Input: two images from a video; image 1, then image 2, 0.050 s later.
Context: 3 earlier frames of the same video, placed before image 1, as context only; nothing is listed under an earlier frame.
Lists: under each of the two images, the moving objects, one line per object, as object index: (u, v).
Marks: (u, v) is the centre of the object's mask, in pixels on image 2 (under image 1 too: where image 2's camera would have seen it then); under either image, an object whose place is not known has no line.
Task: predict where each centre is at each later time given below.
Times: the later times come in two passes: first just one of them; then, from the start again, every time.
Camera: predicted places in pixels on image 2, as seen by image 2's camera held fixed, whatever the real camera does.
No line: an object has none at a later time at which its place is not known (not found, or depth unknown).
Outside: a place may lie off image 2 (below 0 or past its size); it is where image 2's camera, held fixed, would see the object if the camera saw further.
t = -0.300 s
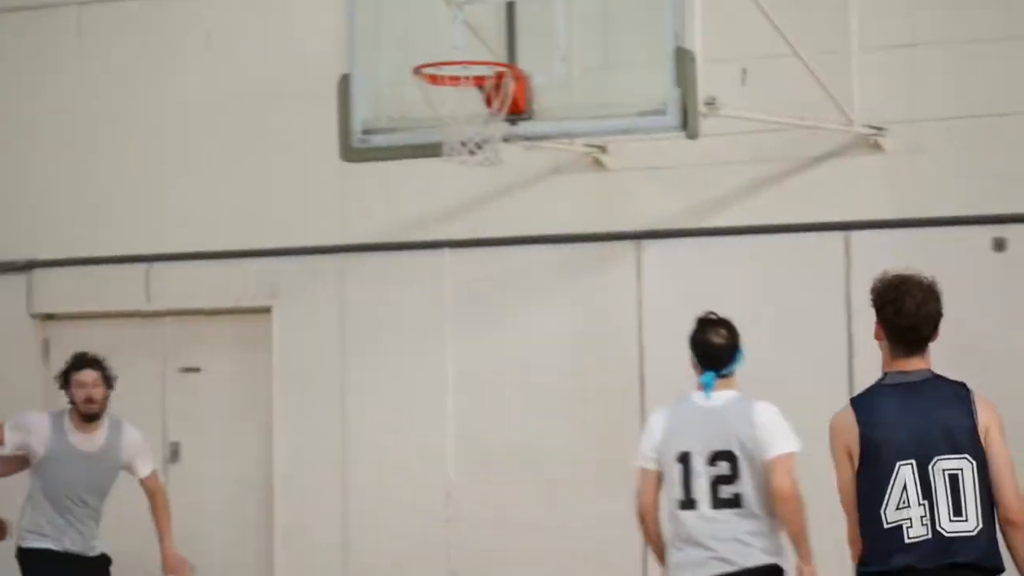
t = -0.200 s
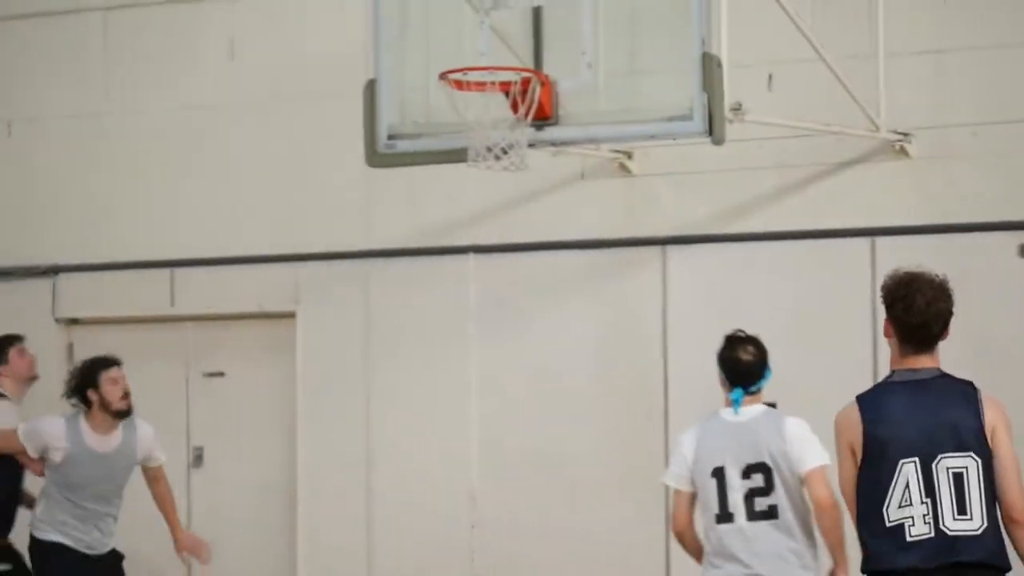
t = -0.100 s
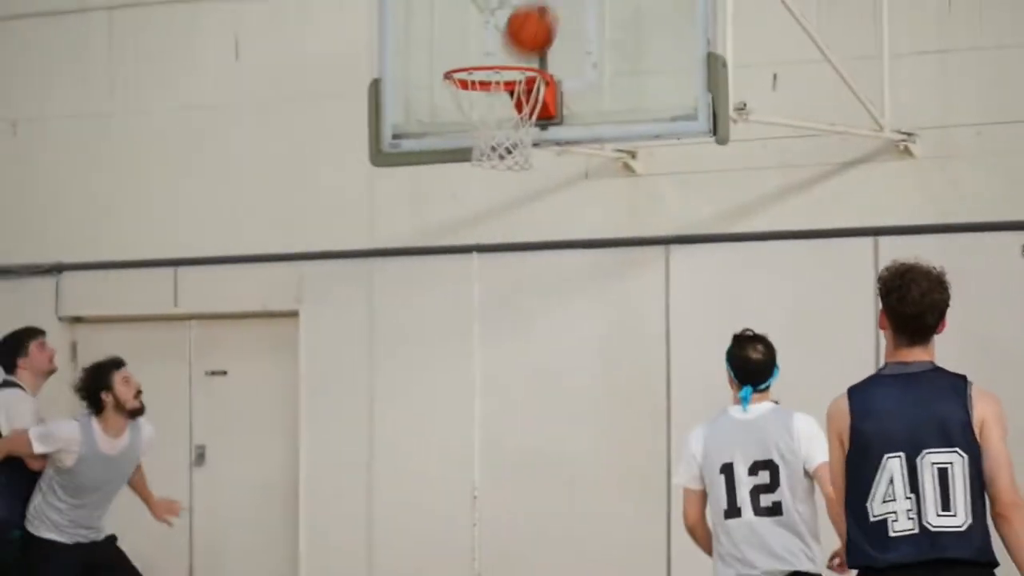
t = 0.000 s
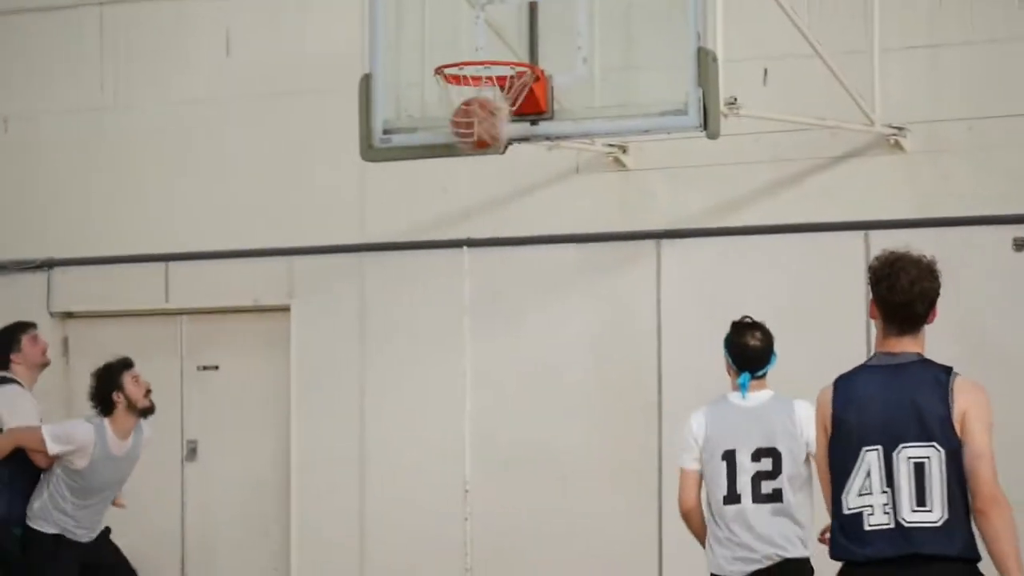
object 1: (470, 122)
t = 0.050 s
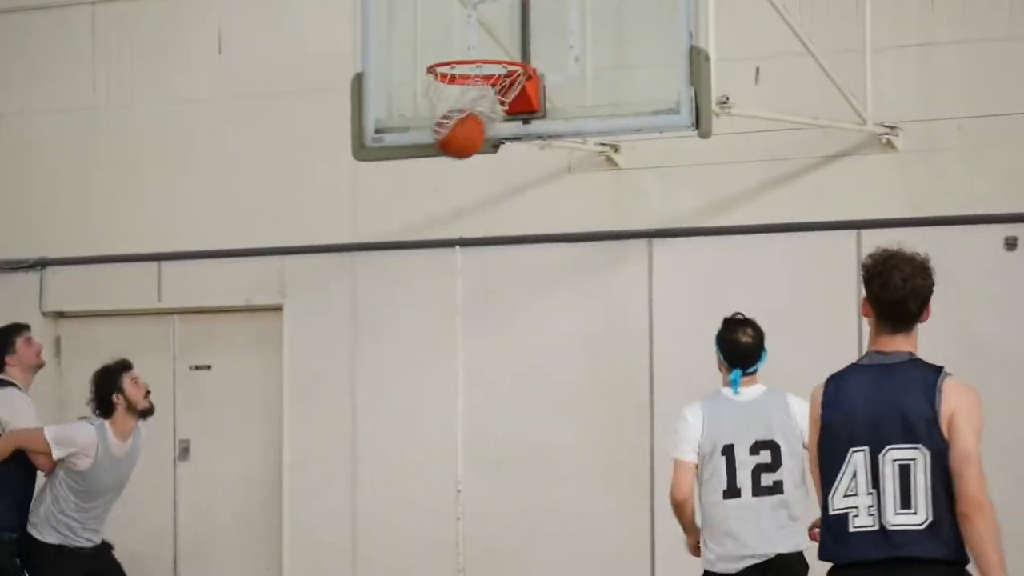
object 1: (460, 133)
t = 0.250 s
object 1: (424, 216)
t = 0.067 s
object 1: (458, 140)
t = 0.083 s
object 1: (453, 143)
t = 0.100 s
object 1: (449, 147)
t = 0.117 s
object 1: (446, 152)
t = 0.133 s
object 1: (443, 157)
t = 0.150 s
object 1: (440, 164)
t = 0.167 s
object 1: (437, 171)
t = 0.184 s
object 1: (434, 179)
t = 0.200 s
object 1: (431, 187)
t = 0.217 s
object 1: (429, 196)
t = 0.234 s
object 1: (427, 206)
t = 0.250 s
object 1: (424, 216)
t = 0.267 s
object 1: (420, 226)
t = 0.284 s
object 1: (418, 238)
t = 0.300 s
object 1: (415, 250)
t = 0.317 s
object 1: (412, 263)
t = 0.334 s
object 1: (408, 276)
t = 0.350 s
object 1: (406, 290)
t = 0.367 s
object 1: (402, 305)
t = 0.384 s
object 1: (399, 320)
